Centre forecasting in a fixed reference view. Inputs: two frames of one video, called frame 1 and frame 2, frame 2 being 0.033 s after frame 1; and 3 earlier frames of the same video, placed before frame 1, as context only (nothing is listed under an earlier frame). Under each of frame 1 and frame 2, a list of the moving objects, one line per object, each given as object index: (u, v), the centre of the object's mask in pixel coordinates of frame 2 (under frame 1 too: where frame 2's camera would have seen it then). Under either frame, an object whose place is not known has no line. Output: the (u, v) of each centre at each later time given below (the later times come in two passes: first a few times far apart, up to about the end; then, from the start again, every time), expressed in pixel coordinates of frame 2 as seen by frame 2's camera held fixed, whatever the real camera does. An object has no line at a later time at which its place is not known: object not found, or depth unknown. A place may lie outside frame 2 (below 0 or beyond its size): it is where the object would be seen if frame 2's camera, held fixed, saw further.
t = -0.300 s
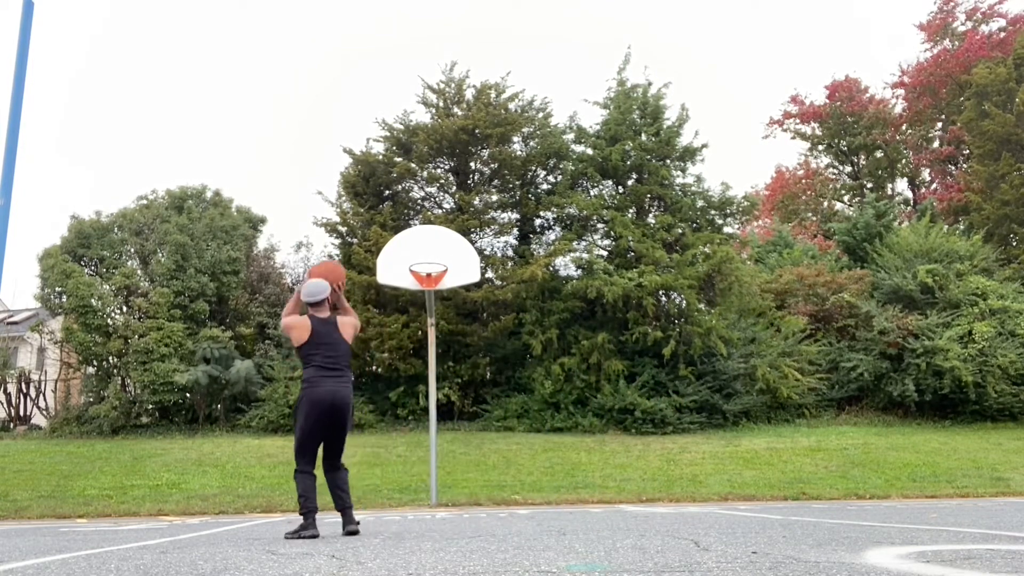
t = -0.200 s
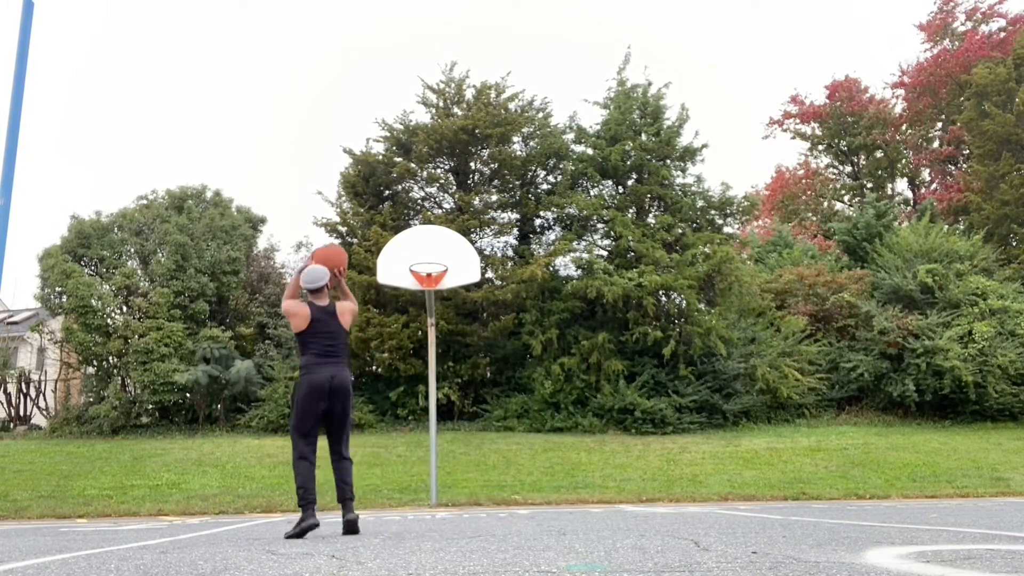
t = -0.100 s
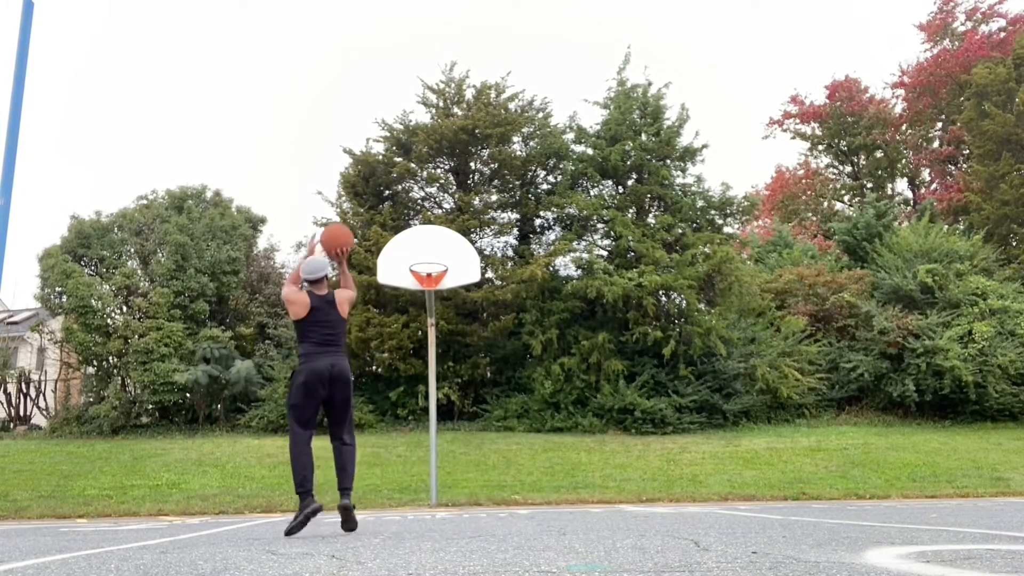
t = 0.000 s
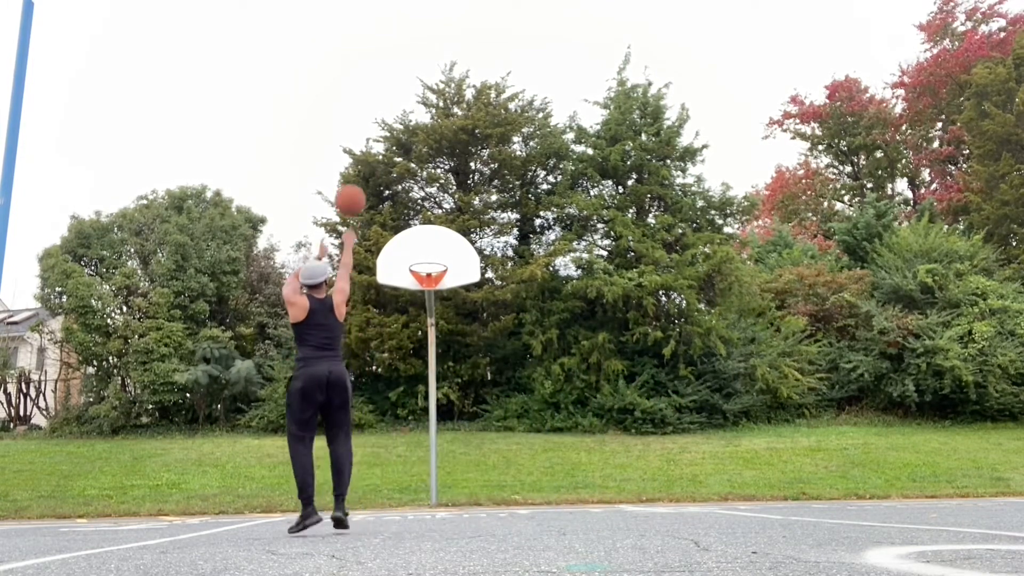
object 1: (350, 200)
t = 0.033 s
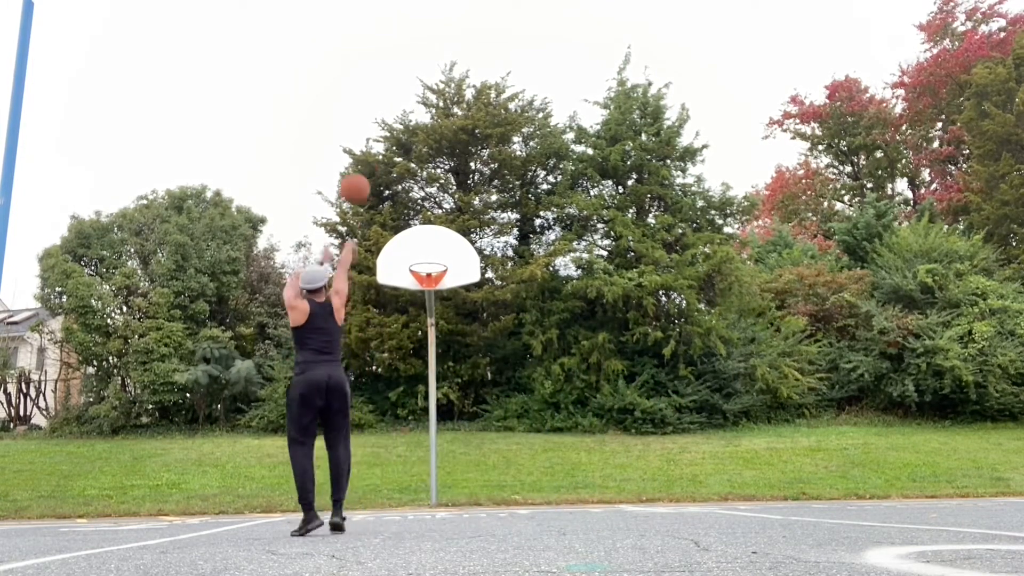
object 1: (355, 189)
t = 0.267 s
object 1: (383, 153)
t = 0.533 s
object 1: (404, 175)
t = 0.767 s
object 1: (419, 231)
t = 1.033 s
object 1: (437, 317)
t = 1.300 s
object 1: (459, 454)
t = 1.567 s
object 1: (475, 410)
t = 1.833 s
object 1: (489, 326)
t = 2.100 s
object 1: (507, 300)
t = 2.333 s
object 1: (526, 329)
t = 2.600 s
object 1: (553, 433)
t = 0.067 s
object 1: (359, 180)
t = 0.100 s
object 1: (364, 172)
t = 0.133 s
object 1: (368, 166)
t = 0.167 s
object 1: (372, 161)
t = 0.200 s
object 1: (375, 158)
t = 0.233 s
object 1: (378, 156)
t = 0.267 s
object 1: (383, 153)
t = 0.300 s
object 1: (386, 153)
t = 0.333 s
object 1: (388, 154)
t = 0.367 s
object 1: (391, 155)
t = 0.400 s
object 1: (394, 158)
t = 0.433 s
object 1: (396, 161)
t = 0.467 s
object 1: (399, 165)
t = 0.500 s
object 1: (401, 170)
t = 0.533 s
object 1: (404, 175)
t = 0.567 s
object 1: (406, 182)
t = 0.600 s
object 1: (408, 189)
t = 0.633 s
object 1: (410, 197)
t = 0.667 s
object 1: (413, 205)
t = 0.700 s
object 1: (416, 213)
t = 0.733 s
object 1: (417, 221)
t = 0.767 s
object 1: (419, 231)
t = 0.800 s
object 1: (421, 242)
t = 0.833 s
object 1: (423, 253)
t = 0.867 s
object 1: (425, 264)
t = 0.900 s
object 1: (427, 275)
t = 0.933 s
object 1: (429, 285)
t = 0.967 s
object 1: (433, 296)
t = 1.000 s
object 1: (435, 306)
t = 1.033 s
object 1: (437, 317)
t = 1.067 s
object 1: (440, 332)
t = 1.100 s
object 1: (443, 347)
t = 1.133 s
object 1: (445, 362)
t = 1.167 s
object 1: (448, 378)
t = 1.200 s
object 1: (450, 396)
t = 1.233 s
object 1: (453, 414)
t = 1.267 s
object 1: (456, 433)
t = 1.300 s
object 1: (459, 454)
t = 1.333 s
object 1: (462, 477)
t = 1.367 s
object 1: (465, 500)
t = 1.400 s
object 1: (467, 491)
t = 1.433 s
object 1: (469, 473)
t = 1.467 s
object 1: (470, 456)
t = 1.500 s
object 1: (471, 439)
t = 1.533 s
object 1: (473, 423)
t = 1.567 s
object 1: (475, 410)
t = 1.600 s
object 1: (476, 395)
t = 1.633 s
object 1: (478, 383)
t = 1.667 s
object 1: (480, 371)
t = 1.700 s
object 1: (481, 360)
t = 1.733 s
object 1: (483, 350)
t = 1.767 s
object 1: (485, 341)
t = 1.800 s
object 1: (487, 333)
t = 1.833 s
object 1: (489, 326)
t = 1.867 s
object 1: (491, 320)
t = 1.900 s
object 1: (493, 314)
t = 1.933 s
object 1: (495, 310)
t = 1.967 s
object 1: (497, 306)
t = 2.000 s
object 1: (500, 303)
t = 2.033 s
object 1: (502, 301)
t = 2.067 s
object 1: (504, 300)
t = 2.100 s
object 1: (507, 300)
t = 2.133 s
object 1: (509, 301)
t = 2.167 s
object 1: (511, 303)
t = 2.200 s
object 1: (515, 306)
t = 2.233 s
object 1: (517, 311)
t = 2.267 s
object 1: (520, 316)
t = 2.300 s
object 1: (523, 321)
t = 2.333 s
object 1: (526, 329)
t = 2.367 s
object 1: (529, 337)
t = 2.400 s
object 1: (532, 347)
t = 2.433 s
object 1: (535, 358)
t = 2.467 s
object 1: (538, 370)
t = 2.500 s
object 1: (542, 384)
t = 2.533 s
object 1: (546, 399)
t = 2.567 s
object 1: (549, 416)
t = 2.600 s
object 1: (553, 433)
